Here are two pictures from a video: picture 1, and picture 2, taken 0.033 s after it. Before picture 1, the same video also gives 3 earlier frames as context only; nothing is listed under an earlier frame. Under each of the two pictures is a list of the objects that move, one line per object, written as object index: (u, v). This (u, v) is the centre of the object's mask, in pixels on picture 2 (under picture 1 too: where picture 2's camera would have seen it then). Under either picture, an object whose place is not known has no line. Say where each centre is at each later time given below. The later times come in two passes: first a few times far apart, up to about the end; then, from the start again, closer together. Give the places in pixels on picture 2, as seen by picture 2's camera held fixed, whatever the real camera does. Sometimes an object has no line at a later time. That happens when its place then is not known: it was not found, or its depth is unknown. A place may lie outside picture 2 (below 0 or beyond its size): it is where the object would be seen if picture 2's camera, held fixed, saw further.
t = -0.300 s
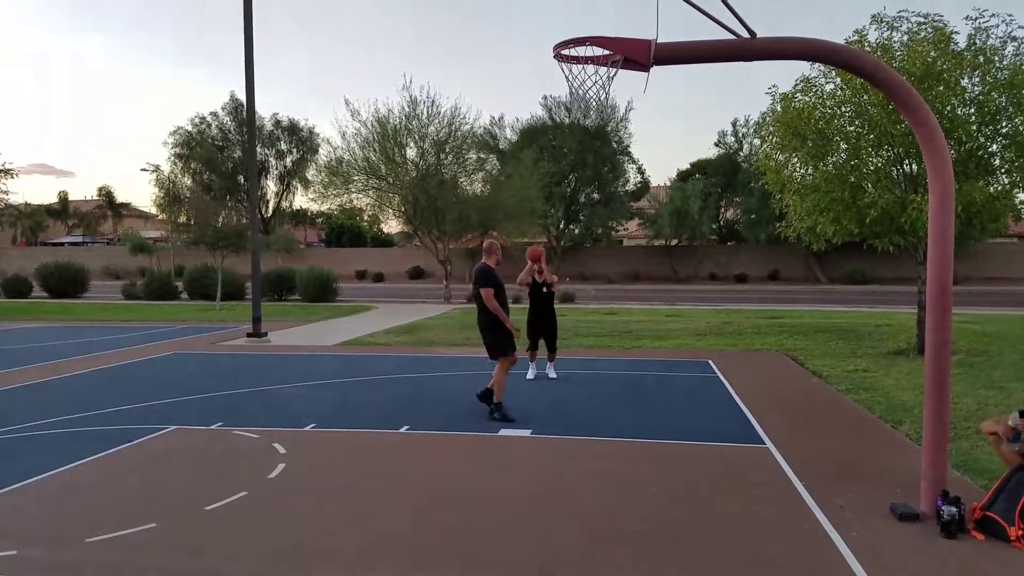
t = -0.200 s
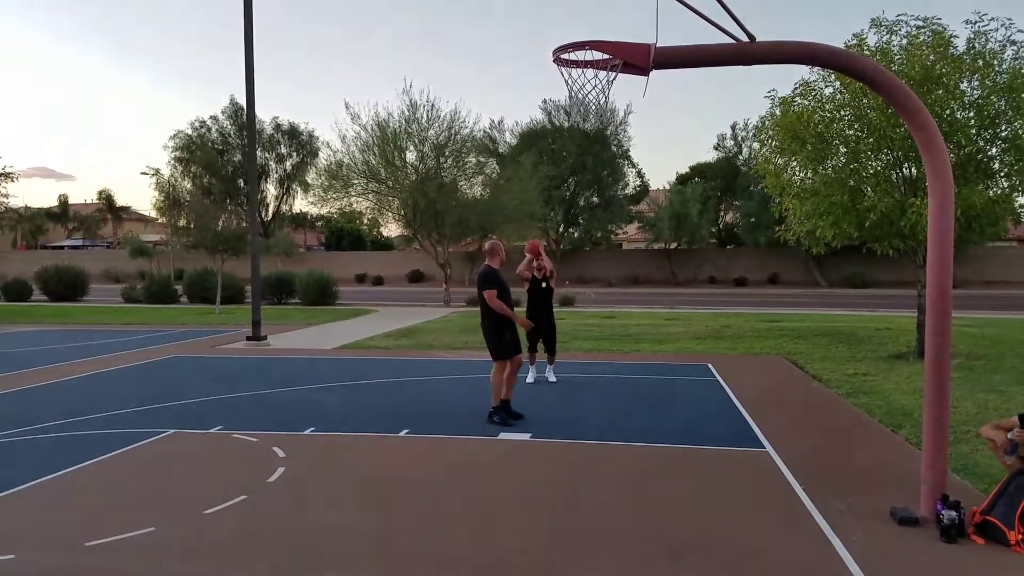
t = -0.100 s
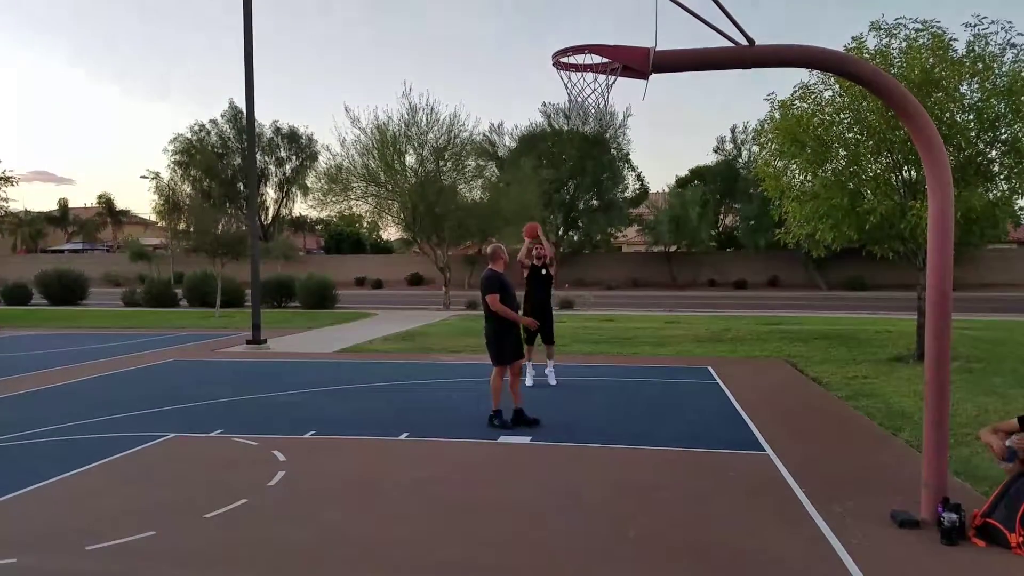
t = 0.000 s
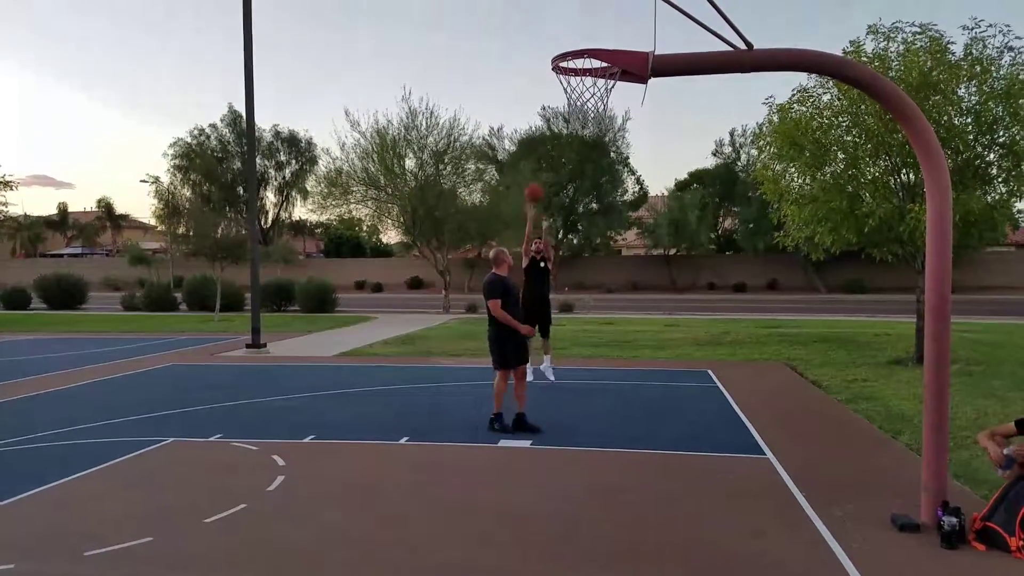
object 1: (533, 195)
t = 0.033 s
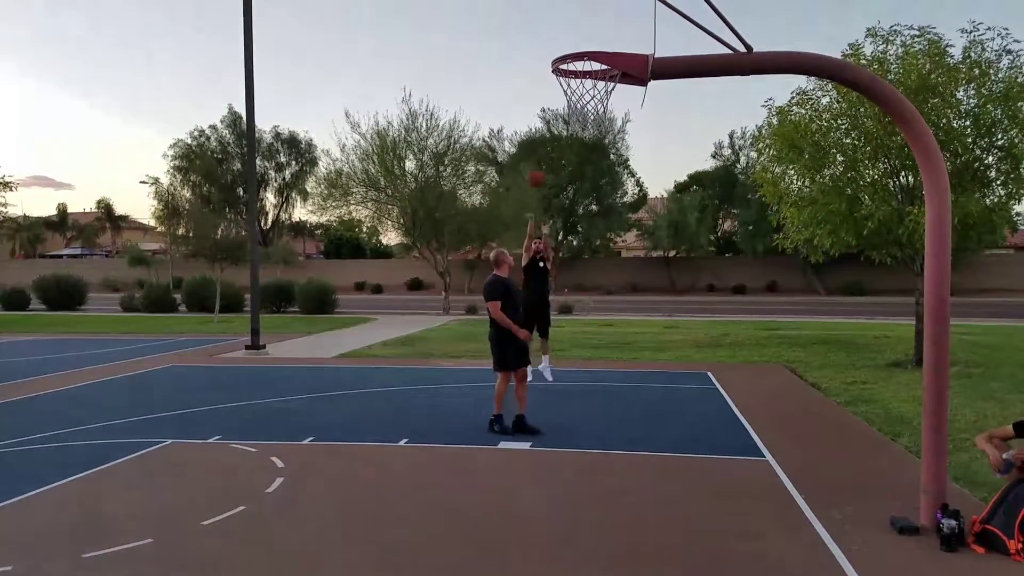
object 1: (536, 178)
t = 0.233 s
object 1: (542, 87)
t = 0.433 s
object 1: (551, 15)
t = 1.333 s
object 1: (583, 121)
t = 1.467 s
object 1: (562, 177)
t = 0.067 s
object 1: (537, 160)
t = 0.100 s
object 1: (537, 149)
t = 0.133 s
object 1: (538, 132)
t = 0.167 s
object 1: (539, 115)
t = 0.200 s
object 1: (541, 101)
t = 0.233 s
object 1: (542, 87)
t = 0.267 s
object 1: (543, 74)
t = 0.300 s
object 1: (544, 61)
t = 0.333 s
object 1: (546, 50)
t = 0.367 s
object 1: (547, 38)
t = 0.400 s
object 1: (548, 26)
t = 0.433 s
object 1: (551, 15)
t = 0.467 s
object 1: (554, 5)
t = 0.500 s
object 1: (556, -4)
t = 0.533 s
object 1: (558, -12)
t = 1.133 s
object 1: (599, 58)
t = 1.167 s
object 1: (603, 84)
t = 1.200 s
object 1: (605, 94)
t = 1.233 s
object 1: (599, 100)
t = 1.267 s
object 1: (594, 105)
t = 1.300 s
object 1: (588, 111)
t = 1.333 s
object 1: (583, 121)
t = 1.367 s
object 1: (578, 133)
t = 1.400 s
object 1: (571, 147)
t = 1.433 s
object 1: (567, 163)
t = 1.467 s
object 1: (562, 177)
